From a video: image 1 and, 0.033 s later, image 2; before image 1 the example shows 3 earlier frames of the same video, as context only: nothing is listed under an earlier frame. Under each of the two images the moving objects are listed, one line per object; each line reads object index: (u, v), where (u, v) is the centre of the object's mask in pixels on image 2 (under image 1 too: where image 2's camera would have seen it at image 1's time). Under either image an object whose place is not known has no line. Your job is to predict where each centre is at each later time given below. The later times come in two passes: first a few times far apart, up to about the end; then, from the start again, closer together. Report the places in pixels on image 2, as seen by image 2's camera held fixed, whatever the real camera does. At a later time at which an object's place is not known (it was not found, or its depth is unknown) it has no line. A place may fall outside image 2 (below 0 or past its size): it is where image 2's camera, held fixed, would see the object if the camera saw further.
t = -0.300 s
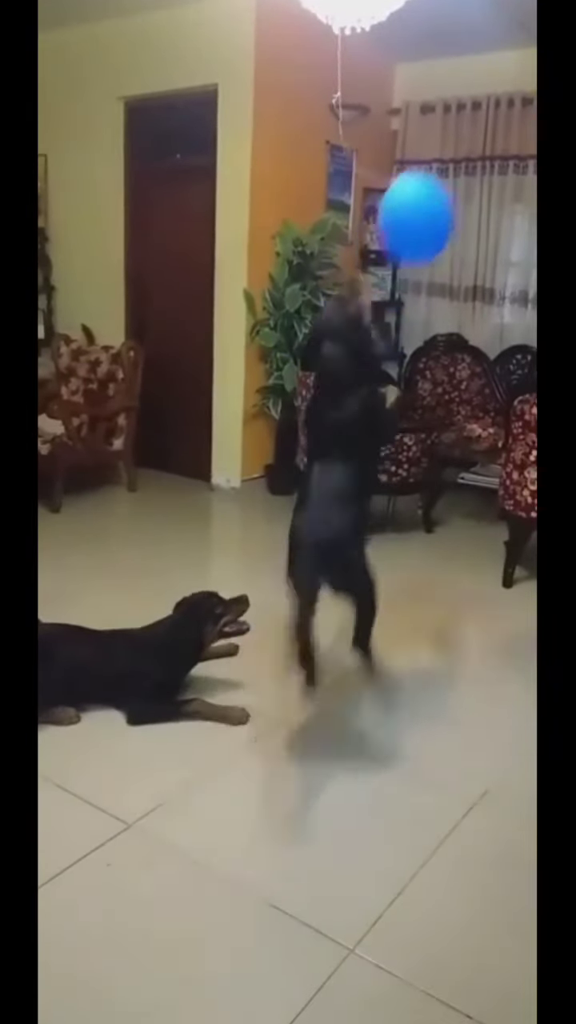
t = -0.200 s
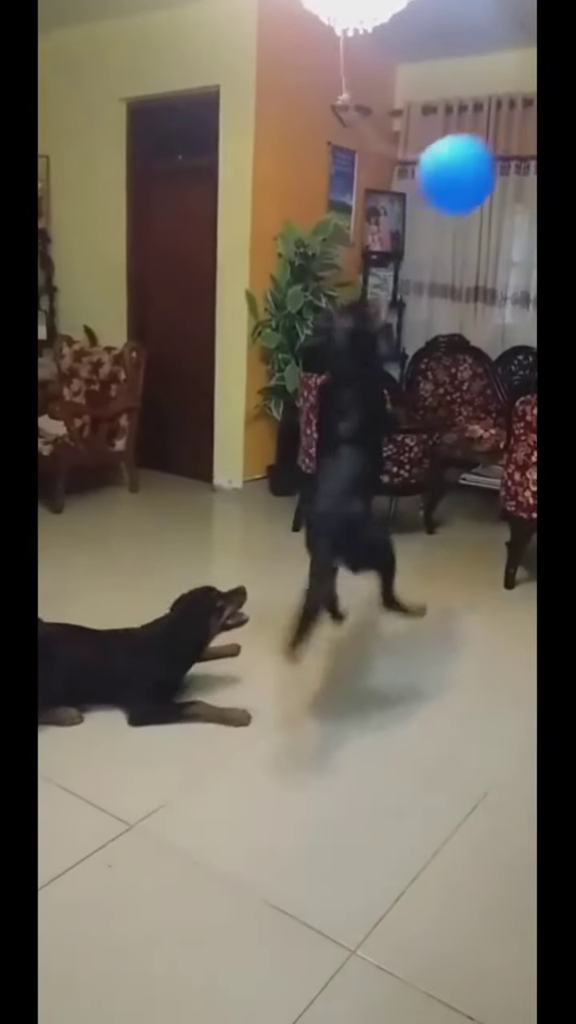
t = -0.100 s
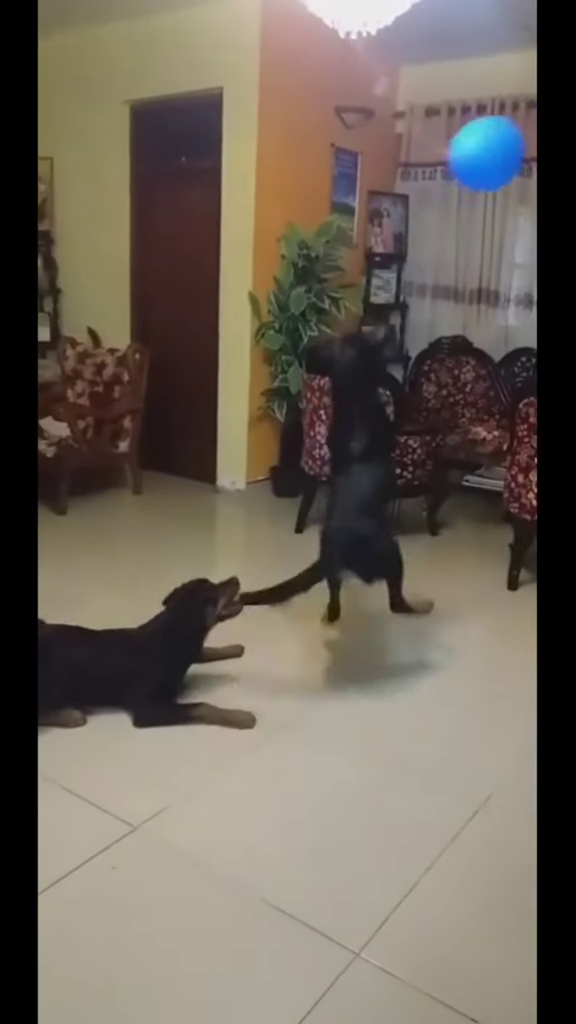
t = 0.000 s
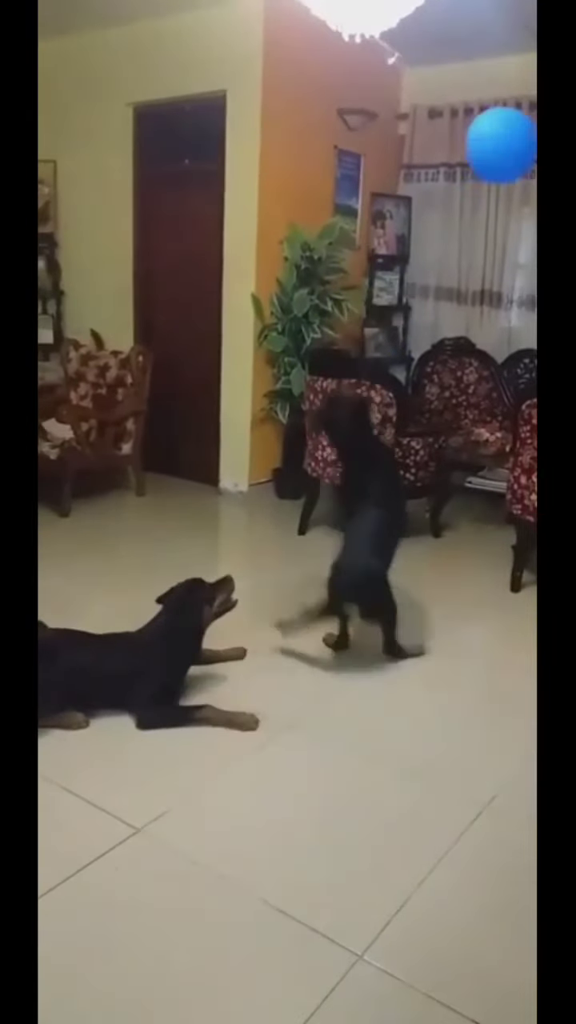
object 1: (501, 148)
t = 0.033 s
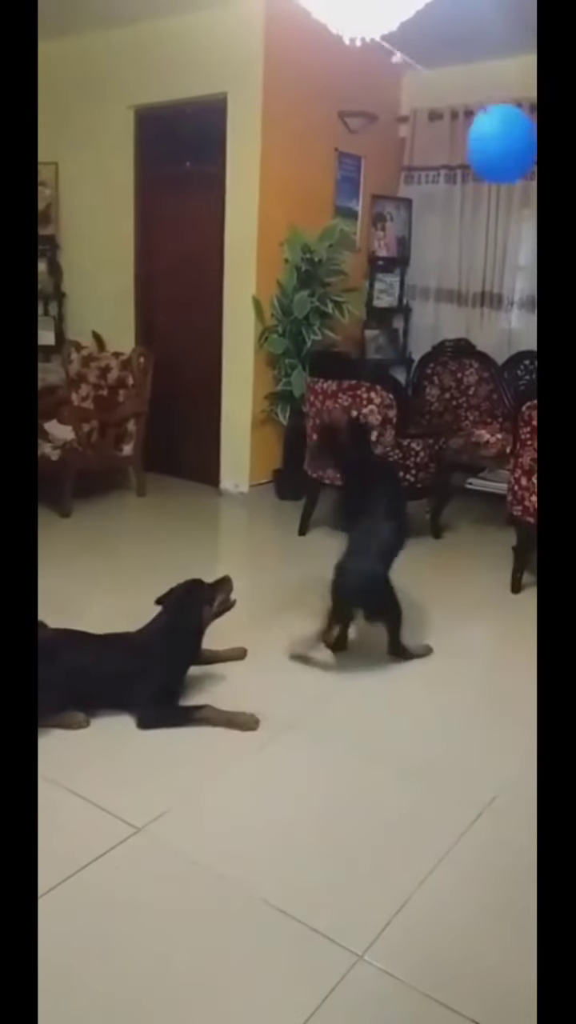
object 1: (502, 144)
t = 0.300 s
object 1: (490, 119)
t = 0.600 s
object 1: (476, 150)
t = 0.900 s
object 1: (451, 241)
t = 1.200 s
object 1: (390, 280)
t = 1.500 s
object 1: (312, 302)
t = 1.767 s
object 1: (265, 304)
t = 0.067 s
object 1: (500, 137)
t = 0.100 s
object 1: (497, 134)
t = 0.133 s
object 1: (496, 130)
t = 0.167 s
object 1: (495, 127)
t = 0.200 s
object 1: (494, 124)
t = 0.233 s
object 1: (492, 123)
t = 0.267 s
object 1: (492, 121)
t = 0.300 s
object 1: (490, 119)
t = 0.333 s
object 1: (489, 119)
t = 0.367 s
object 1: (487, 119)
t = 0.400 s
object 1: (487, 120)
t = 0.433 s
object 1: (485, 123)
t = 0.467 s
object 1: (483, 127)
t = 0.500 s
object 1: (482, 131)
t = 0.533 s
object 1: (480, 136)
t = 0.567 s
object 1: (478, 143)
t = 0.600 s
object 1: (476, 150)
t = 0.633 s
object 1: (474, 158)
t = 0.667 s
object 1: (472, 166)
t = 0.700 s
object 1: (470, 176)
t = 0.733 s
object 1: (467, 185)
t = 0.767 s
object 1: (464, 195)
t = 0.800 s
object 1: (461, 205)
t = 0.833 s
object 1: (457, 217)
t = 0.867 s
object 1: (455, 229)
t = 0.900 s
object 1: (451, 241)
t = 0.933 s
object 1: (448, 253)
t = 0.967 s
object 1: (444, 264)
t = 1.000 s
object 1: (438, 272)
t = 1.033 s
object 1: (431, 272)
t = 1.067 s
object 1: (423, 272)
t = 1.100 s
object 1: (414, 272)
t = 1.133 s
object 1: (406, 274)
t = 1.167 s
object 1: (397, 276)
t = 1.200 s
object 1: (390, 280)
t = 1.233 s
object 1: (381, 283)
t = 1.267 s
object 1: (372, 288)
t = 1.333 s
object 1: (352, 296)
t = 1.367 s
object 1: (344, 301)
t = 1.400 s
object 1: (335, 305)
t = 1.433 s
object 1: (327, 306)
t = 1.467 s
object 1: (319, 304)
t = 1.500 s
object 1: (312, 302)
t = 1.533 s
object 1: (305, 301)
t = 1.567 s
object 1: (298, 301)
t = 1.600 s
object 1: (292, 300)
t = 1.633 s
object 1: (287, 300)
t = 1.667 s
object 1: (281, 301)
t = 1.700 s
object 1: (275, 302)
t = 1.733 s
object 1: (270, 303)
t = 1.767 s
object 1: (265, 304)
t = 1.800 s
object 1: (261, 303)
